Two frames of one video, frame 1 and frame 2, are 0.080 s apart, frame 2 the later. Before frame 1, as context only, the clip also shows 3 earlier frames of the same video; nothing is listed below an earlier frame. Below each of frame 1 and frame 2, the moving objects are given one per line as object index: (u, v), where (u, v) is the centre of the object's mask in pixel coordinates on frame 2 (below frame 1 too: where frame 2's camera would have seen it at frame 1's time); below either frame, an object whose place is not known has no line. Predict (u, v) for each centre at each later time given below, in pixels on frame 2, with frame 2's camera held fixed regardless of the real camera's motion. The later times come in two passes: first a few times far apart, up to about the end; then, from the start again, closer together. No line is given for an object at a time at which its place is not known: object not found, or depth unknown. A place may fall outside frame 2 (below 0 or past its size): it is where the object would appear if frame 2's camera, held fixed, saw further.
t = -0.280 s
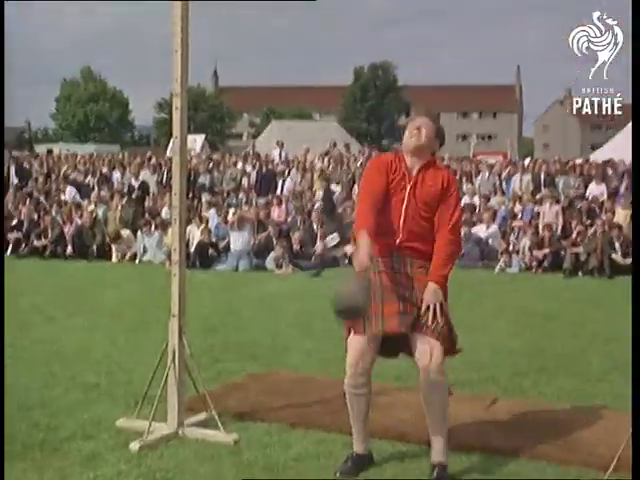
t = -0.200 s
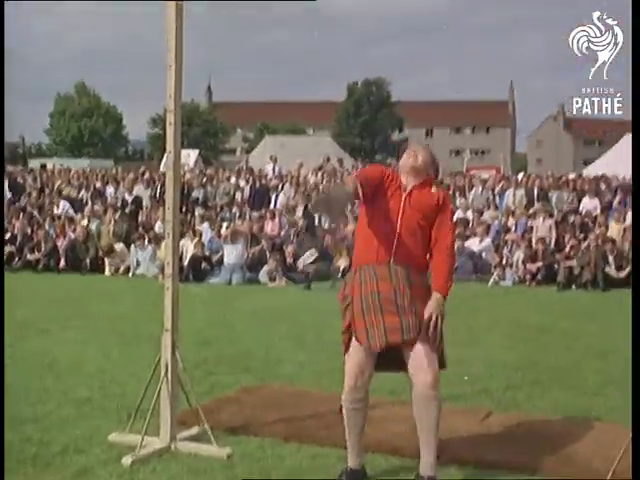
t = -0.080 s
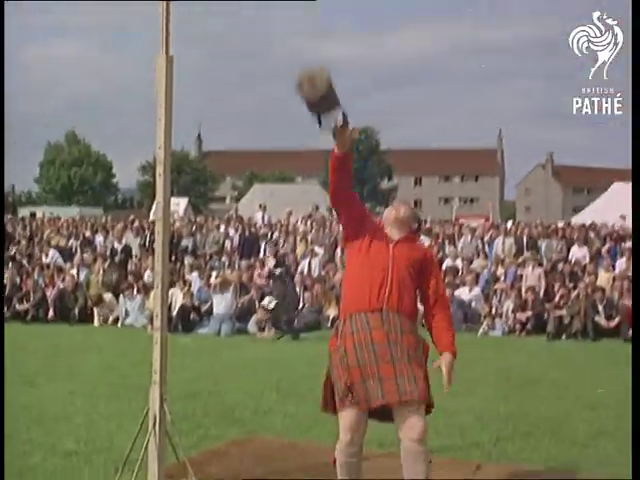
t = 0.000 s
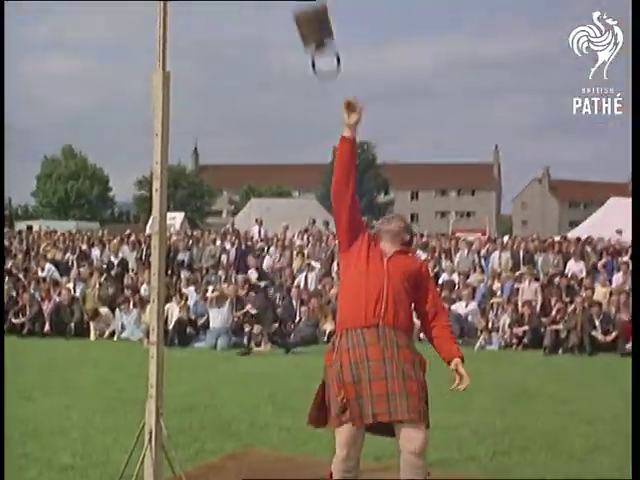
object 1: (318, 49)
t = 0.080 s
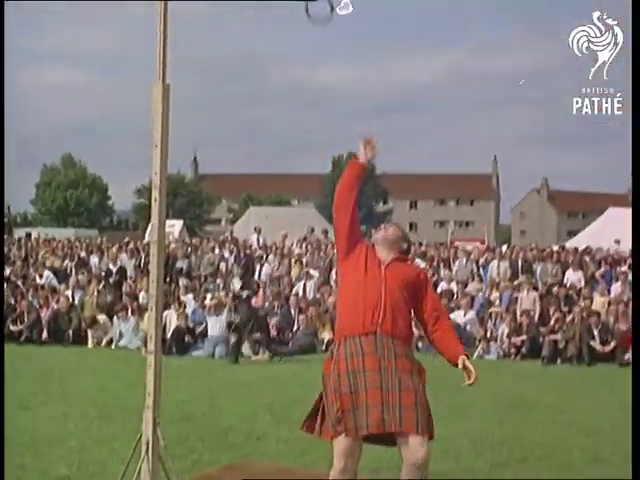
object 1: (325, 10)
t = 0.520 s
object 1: (308, -144)
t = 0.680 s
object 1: (302, -111)
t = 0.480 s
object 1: (309, -138)
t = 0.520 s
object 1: (308, -144)
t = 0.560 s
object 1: (306, -144)
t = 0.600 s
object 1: (306, -134)
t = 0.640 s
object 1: (304, -121)
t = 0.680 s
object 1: (302, -111)
